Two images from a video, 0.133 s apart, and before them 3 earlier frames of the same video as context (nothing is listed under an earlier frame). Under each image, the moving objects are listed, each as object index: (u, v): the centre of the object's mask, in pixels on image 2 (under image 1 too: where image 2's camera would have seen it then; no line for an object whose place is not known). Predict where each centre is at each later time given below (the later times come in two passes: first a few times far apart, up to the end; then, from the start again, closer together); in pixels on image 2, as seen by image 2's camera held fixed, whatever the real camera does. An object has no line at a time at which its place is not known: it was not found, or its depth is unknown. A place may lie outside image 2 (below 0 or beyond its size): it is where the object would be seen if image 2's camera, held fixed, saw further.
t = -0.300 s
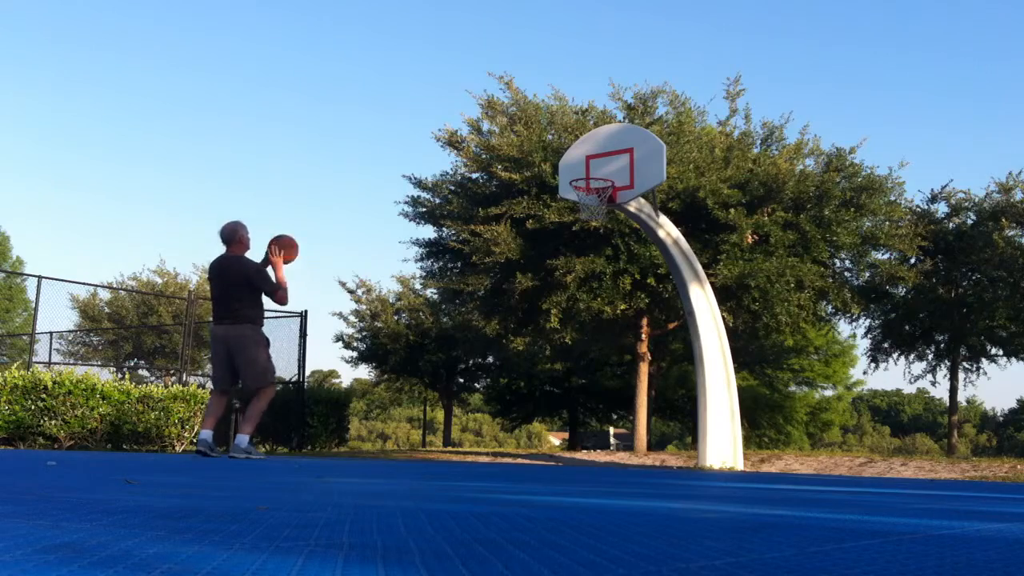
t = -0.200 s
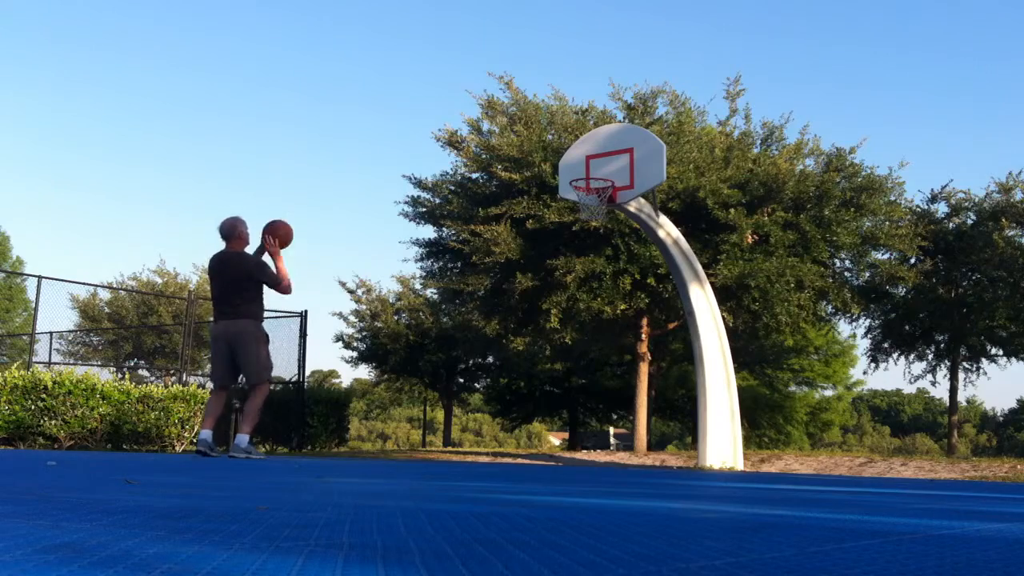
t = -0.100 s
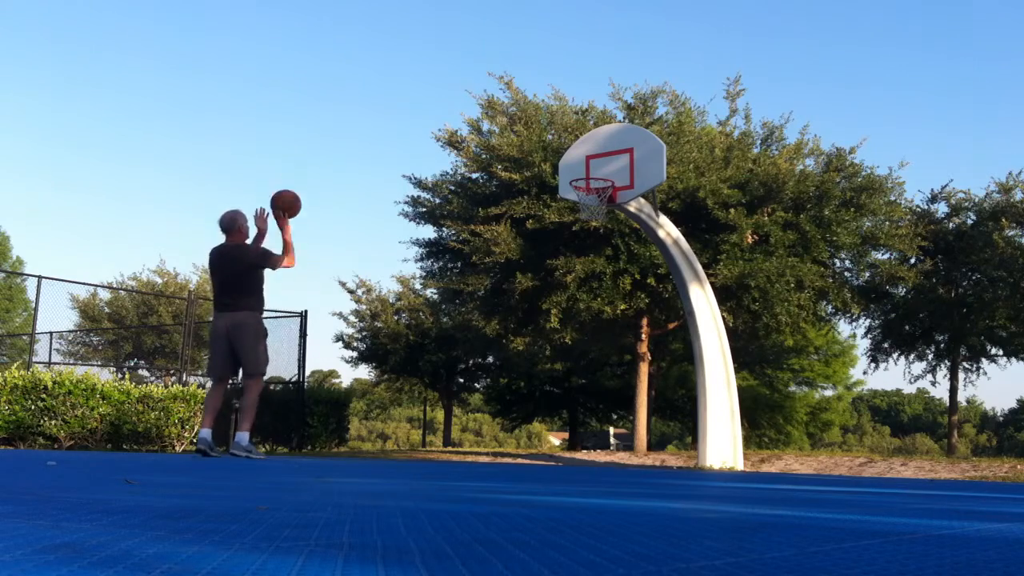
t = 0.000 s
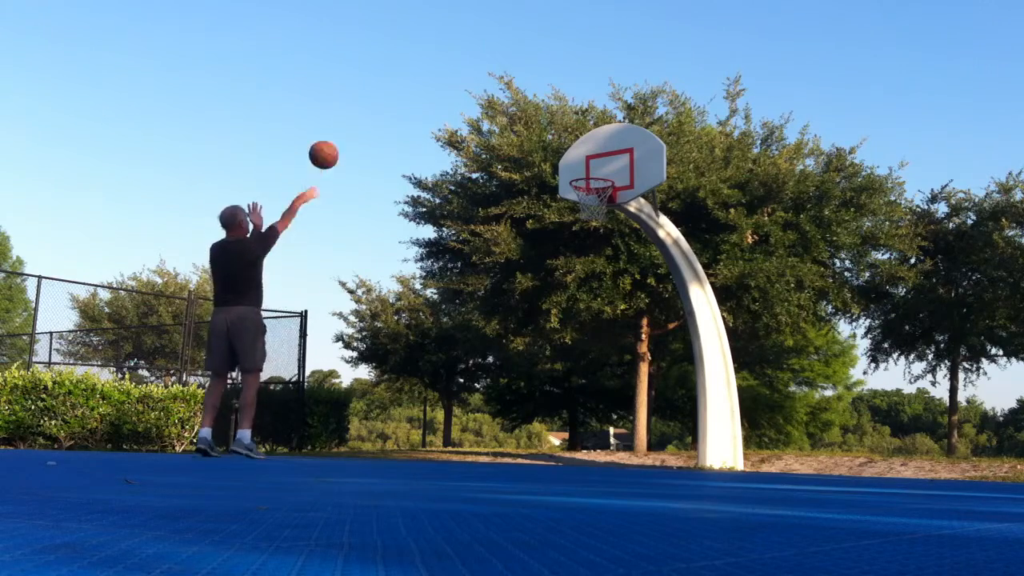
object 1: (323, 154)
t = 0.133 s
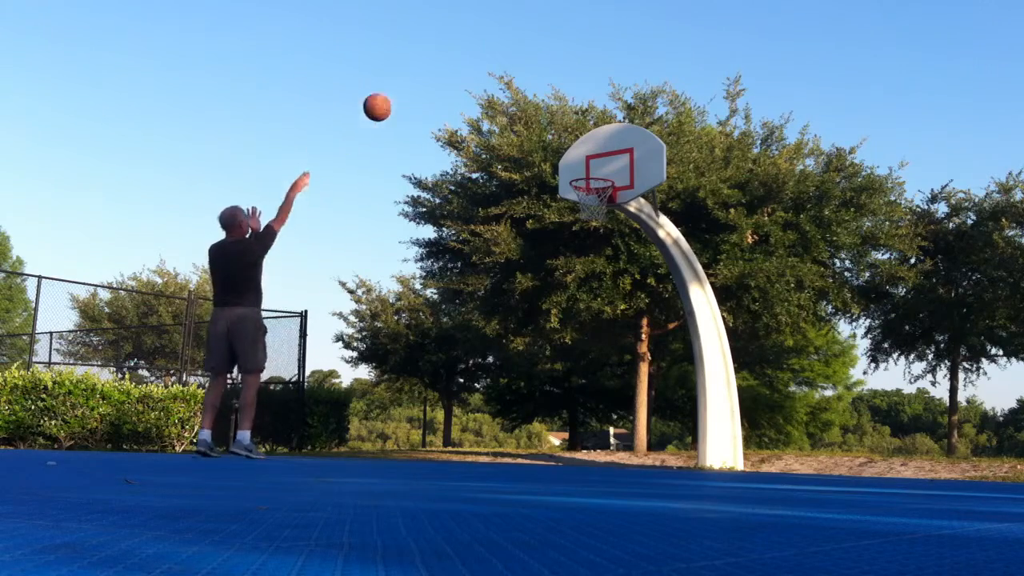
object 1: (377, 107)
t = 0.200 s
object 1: (401, 92)
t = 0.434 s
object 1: (477, 78)
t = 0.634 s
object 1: (532, 107)
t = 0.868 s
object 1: (589, 183)
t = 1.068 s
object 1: (606, 222)
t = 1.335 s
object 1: (620, 306)
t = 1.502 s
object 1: (624, 392)
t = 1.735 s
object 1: (627, 400)
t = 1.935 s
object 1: (628, 337)
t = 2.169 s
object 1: (625, 316)
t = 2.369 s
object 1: (622, 324)
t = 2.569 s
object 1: (618, 387)
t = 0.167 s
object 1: (389, 99)
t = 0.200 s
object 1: (401, 92)
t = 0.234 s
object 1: (413, 86)
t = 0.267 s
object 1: (424, 82)
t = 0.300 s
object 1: (435, 79)
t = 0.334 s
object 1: (446, 77)
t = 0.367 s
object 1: (457, 76)
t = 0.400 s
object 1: (467, 77)
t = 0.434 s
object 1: (477, 78)
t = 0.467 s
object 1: (487, 80)
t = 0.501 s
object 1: (496, 83)
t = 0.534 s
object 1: (506, 88)
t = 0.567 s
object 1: (515, 93)
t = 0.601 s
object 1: (524, 100)
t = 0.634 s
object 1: (532, 107)
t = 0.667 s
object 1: (540, 115)
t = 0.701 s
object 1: (550, 125)
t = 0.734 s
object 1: (556, 134)
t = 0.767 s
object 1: (566, 147)
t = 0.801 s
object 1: (573, 157)
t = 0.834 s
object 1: (581, 170)
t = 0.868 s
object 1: (589, 183)
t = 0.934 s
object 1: (601, 210)
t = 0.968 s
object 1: (602, 209)
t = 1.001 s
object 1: (604, 214)
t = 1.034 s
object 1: (604, 217)
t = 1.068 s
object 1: (606, 222)
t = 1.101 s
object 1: (608, 223)
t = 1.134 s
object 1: (608, 236)
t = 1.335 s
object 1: (620, 306)
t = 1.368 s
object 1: (622, 323)
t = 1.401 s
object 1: (624, 338)
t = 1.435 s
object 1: (626, 351)
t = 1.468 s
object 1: (624, 373)
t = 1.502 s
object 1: (624, 392)
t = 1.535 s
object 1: (626, 414)
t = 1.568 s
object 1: (629, 436)
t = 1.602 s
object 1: (629, 457)
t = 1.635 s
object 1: (630, 443)
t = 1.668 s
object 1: (629, 428)
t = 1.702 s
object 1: (628, 413)
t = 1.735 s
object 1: (627, 400)
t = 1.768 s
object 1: (626, 389)
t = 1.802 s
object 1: (630, 372)
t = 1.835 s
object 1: (624, 365)
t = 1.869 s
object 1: (627, 354)
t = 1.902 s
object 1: (627, 344)
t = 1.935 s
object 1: (628, 337)
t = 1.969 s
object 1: (628, 332)
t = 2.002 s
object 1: (629, 327)
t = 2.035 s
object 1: (628, 323)
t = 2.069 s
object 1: (624, 320)
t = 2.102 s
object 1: (624, 318)
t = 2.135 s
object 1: (625, 316)
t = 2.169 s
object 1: (625, 316)
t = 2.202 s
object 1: (625, 316)
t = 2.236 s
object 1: (625, 316)
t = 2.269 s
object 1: (624, 315)
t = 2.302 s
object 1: (625, 319)
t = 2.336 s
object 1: (624, 321)
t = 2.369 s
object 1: (622, 324)
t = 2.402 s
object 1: (622, 333)
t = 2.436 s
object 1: (620, 343)
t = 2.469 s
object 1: (621, 350)
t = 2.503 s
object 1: (620, 359)
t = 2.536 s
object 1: (621, 372)
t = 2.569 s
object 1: (618, 387)
